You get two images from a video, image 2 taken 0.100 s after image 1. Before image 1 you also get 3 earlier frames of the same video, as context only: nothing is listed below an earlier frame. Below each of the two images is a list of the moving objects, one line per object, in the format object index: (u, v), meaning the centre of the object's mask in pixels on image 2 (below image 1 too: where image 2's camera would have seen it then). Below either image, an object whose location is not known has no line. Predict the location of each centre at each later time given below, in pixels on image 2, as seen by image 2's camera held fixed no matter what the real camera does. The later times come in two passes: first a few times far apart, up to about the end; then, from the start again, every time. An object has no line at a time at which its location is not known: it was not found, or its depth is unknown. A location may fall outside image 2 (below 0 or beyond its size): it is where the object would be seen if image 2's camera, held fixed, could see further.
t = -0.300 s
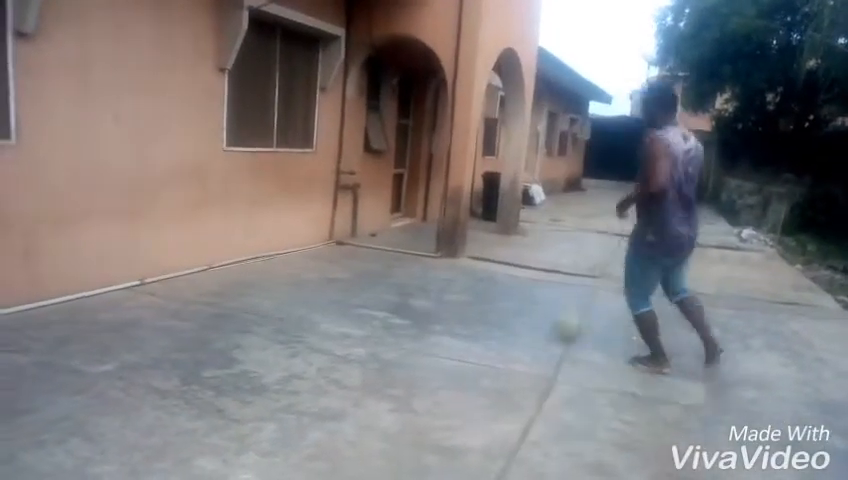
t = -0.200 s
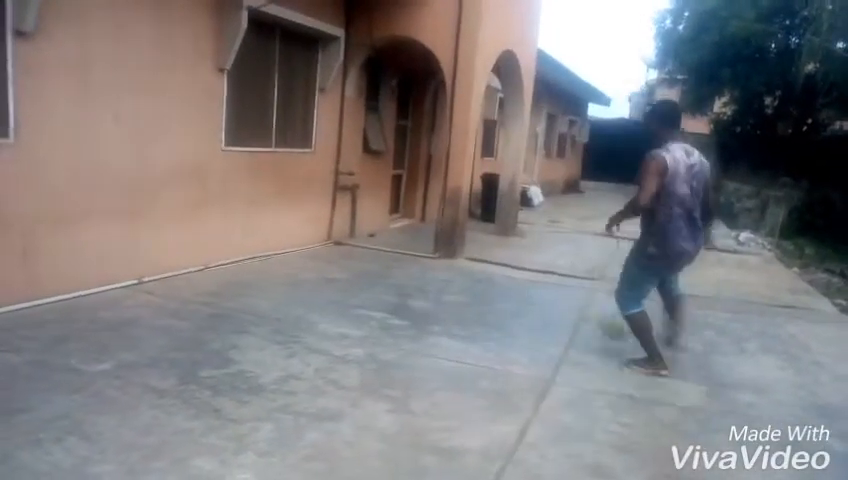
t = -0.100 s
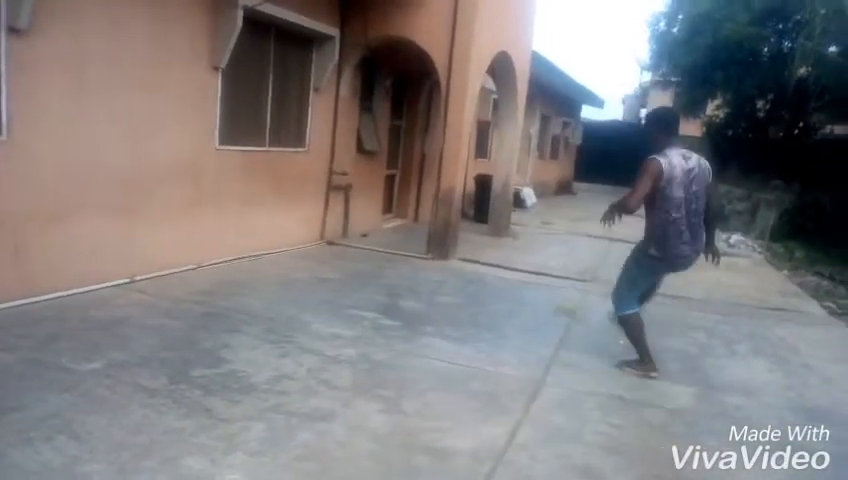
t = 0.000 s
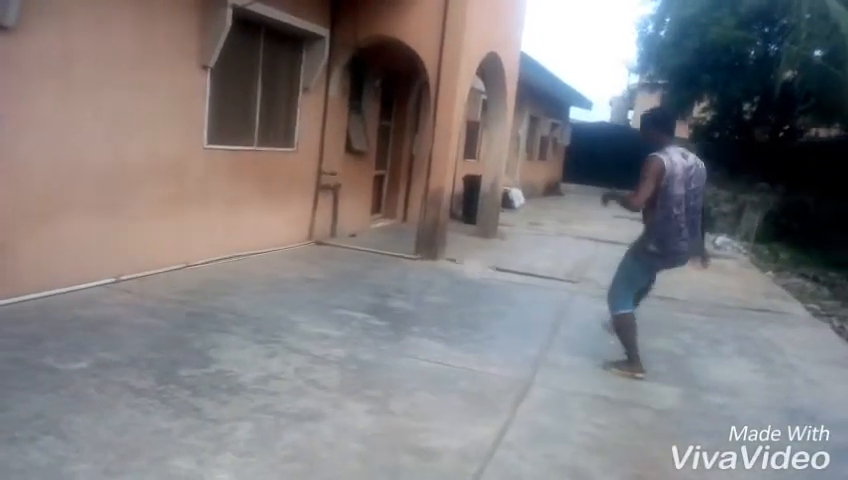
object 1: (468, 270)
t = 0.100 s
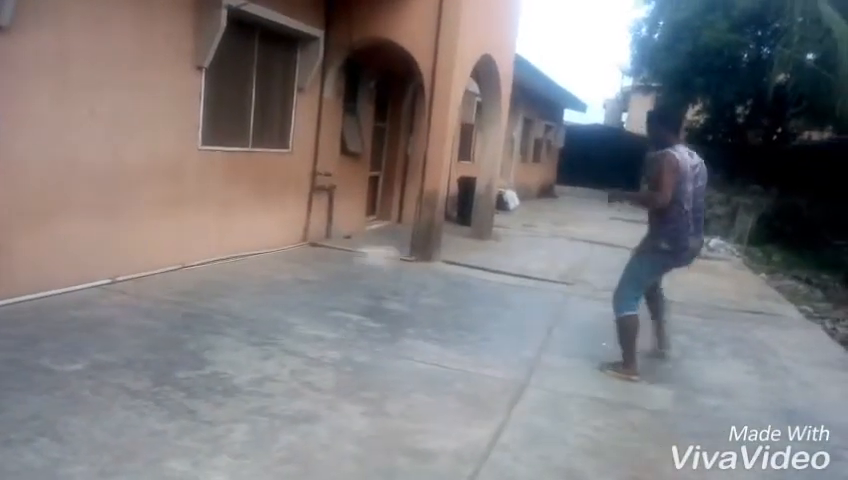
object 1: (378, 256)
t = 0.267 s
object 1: (220, 262)
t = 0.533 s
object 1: (65, 244)
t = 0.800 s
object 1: (147, 249)
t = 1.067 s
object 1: (227, 305)
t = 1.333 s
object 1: (274, 296)
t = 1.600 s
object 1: (322, 321)
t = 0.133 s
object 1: (348, 253)
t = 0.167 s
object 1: (317, 254)
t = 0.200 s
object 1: (286, 255)
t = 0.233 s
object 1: (257, 260)
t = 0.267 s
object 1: (220, 262)
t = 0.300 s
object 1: (190, 268)
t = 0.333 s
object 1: (157, 276)
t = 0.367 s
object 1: (126, 287)
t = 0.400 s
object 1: (105, 281)
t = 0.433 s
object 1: (86, 270)
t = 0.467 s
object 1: (67, 258)
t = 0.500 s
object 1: (55, 251)
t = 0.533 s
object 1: (65, 244)
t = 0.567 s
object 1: (75, 237)
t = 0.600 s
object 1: (81, 233)
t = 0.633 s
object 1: (94, 232)
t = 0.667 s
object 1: (104, 232)
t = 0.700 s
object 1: (113, 231)
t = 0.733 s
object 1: (125, 235)
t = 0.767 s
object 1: (135, 242)
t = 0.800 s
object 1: (147, 249)
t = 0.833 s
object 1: (158, 257)
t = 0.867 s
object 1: (170, 265)
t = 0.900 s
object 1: (185, 279)
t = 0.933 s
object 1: (192, 289)
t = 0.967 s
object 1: (206, 313)
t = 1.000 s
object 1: (213, 325)
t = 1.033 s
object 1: (220, 314)
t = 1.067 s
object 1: (227, 305)
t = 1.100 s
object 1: (233, 296)
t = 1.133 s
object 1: (238, 291)
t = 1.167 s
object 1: (243, 288)
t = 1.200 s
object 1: (250, 285)
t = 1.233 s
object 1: (255, 285)
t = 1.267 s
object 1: (262, 287)
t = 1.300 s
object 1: (267, 291)
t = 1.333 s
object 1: (274, 296)
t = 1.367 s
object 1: (279, 302)
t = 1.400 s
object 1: (283, 310)
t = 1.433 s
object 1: (288, 325)
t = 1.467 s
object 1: (292, 341)
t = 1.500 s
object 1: (298, 346)
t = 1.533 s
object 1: (306, 337)
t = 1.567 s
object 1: (316, 329)
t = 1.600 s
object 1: (322, 321)
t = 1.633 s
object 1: (328, 320)
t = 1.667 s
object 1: (334, 319)
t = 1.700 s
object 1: (341, 319)
